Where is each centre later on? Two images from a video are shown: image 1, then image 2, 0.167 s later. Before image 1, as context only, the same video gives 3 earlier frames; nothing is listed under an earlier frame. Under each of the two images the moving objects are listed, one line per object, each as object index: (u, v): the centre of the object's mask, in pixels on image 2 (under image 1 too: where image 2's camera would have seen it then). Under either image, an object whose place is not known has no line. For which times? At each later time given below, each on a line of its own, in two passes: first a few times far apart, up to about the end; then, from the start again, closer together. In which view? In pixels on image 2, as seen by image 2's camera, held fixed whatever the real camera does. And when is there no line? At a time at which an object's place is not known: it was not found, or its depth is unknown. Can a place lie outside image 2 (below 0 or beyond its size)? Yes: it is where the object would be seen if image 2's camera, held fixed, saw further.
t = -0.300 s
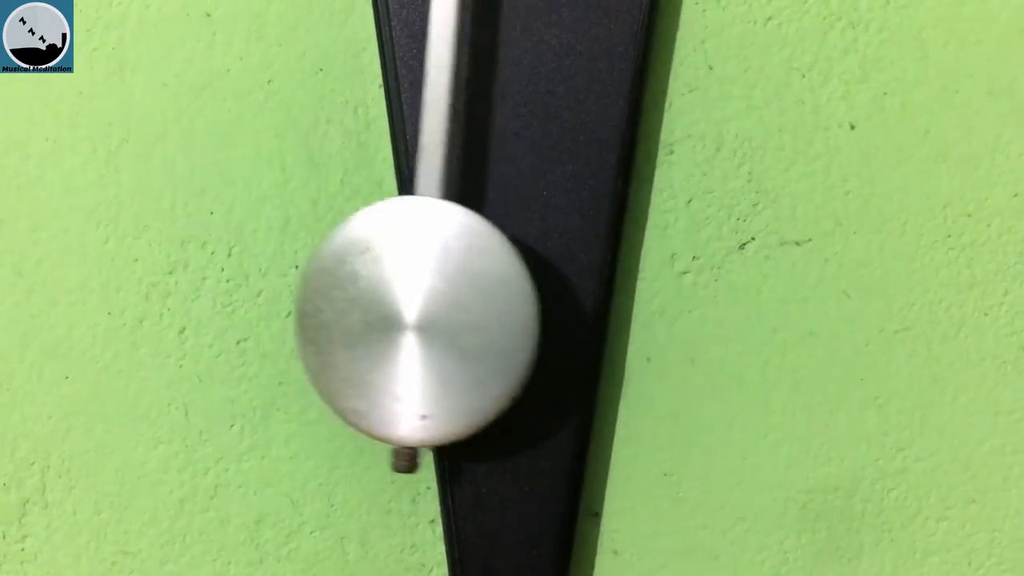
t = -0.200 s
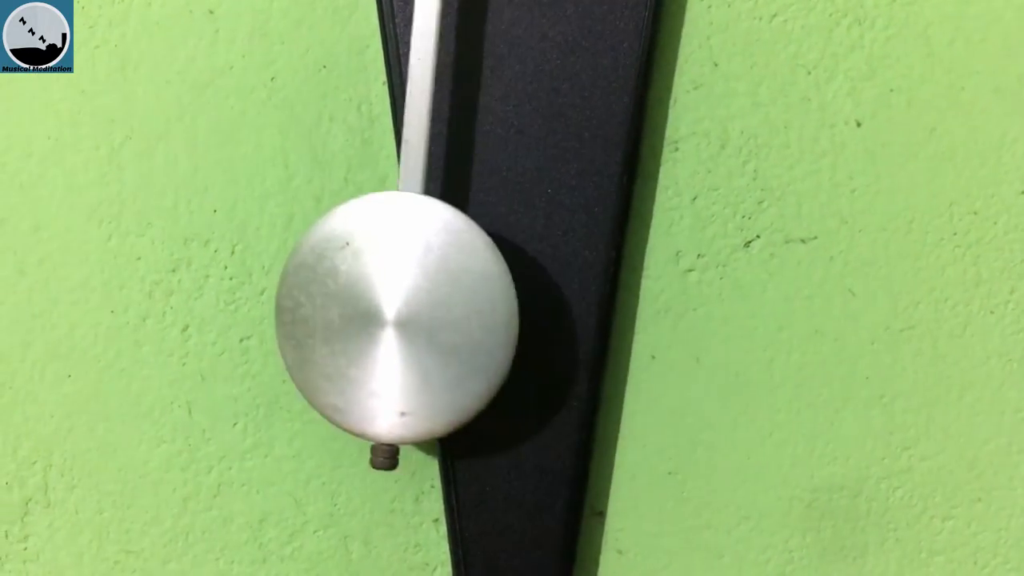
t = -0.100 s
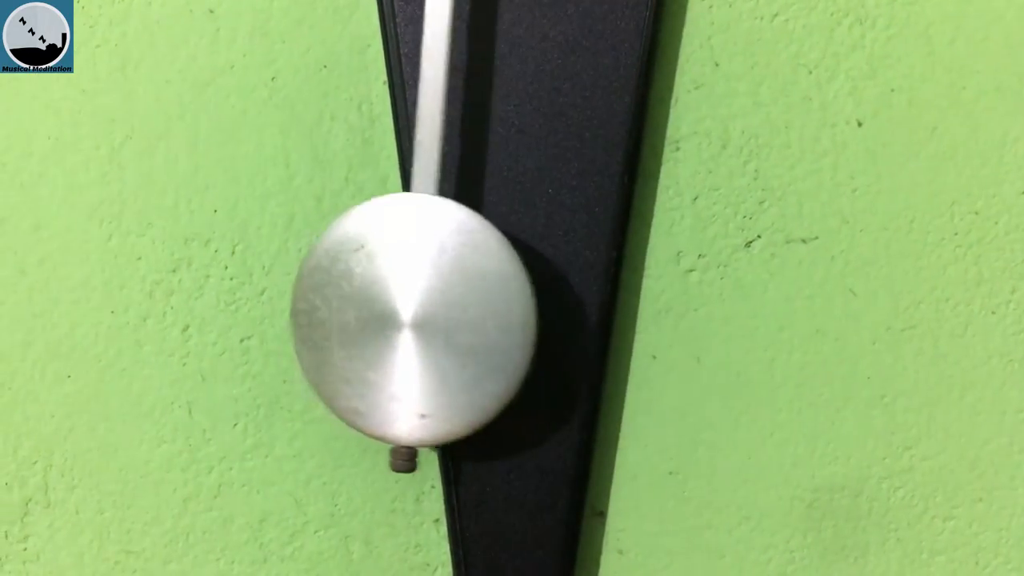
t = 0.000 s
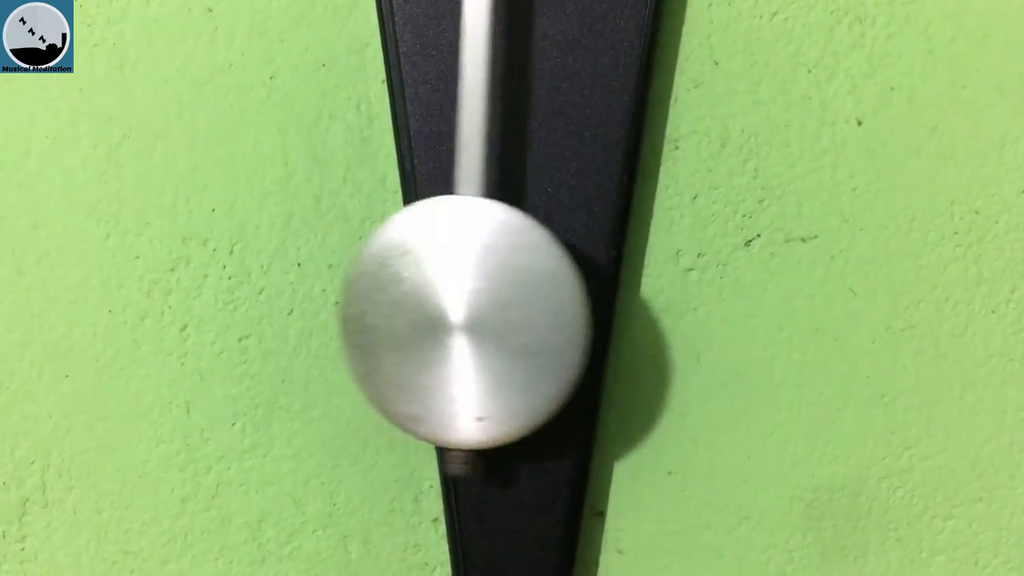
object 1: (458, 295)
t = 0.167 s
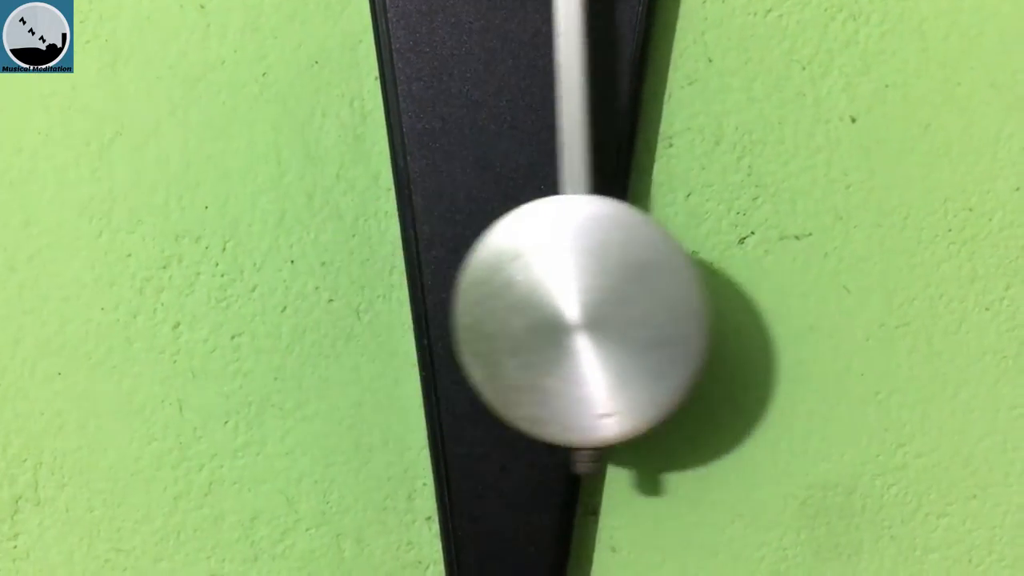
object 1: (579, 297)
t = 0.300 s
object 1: (656, 296)
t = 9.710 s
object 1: (641, 296)
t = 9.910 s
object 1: (639, 294)
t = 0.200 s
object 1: (602, 296)
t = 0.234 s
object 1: (623, 297)
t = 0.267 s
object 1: (641, 296)
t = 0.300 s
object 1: (656, 296)
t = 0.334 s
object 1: (667, 296)
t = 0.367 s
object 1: (674, 296)
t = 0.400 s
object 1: (675, 296)
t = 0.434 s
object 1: (673, 296)
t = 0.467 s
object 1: (665, 296)
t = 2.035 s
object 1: (432, 290)
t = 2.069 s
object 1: (417, 291)
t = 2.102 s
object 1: (406, 292)
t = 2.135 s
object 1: (399, 292)
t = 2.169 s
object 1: (397, 293)
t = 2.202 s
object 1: (399, 293)
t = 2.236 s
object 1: (406, 293)
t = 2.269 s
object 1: (417, 293)
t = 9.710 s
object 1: (641, 296)
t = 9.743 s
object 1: (651, 296)
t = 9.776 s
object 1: (656, 296)
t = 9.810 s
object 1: (657, 295)
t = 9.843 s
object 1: (655, 295)
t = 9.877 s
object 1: (649, 295)
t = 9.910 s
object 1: (639, 294)
